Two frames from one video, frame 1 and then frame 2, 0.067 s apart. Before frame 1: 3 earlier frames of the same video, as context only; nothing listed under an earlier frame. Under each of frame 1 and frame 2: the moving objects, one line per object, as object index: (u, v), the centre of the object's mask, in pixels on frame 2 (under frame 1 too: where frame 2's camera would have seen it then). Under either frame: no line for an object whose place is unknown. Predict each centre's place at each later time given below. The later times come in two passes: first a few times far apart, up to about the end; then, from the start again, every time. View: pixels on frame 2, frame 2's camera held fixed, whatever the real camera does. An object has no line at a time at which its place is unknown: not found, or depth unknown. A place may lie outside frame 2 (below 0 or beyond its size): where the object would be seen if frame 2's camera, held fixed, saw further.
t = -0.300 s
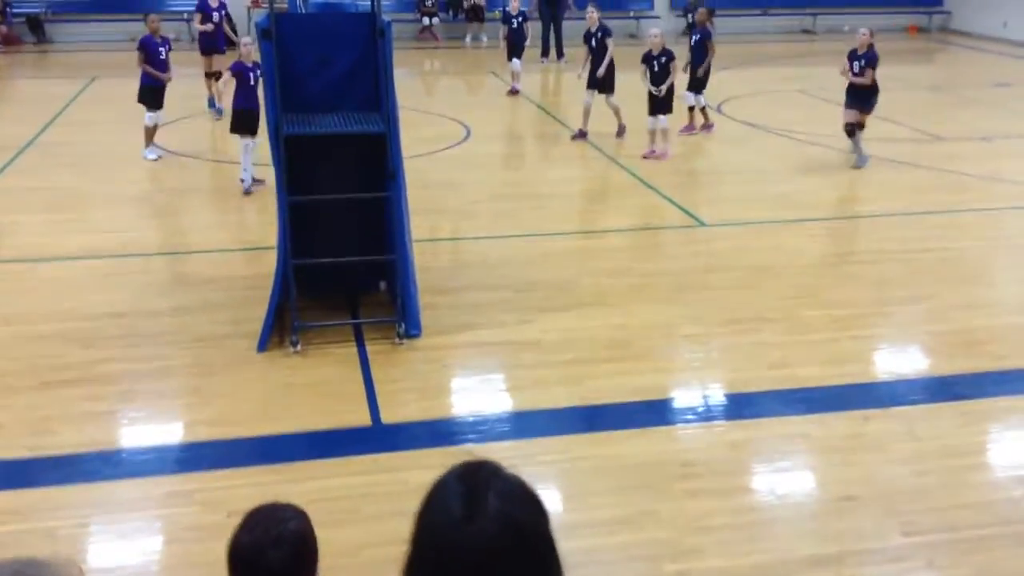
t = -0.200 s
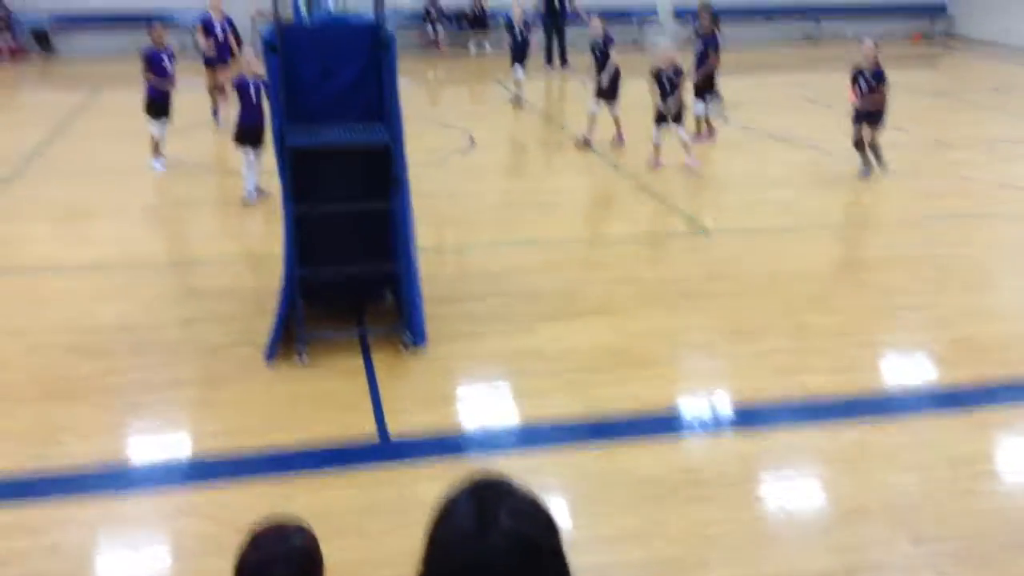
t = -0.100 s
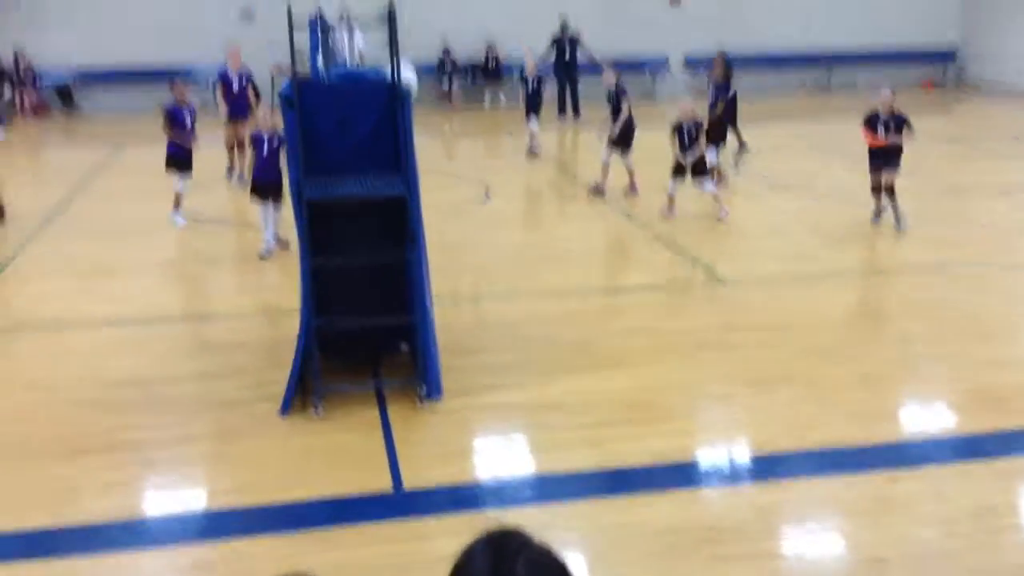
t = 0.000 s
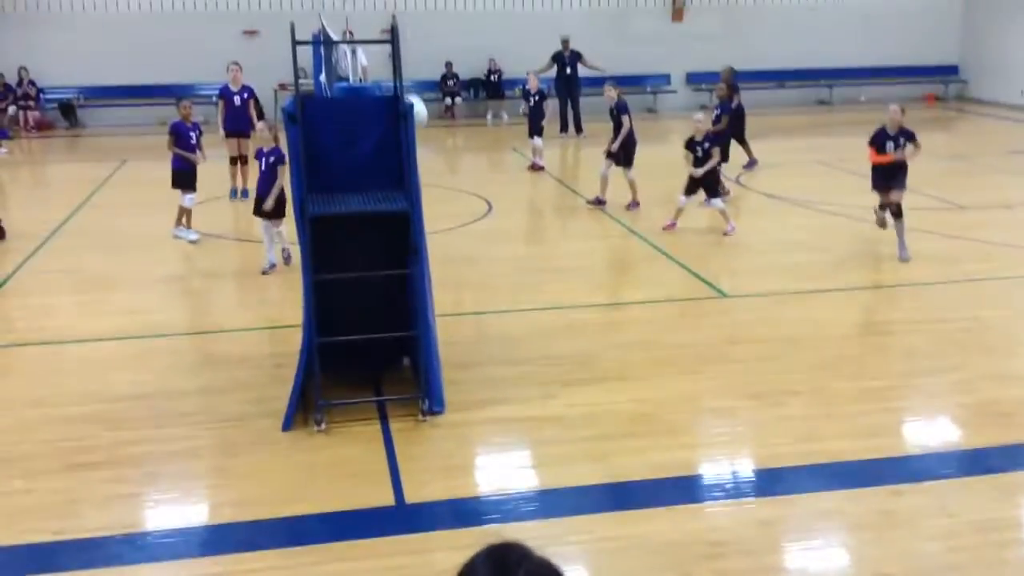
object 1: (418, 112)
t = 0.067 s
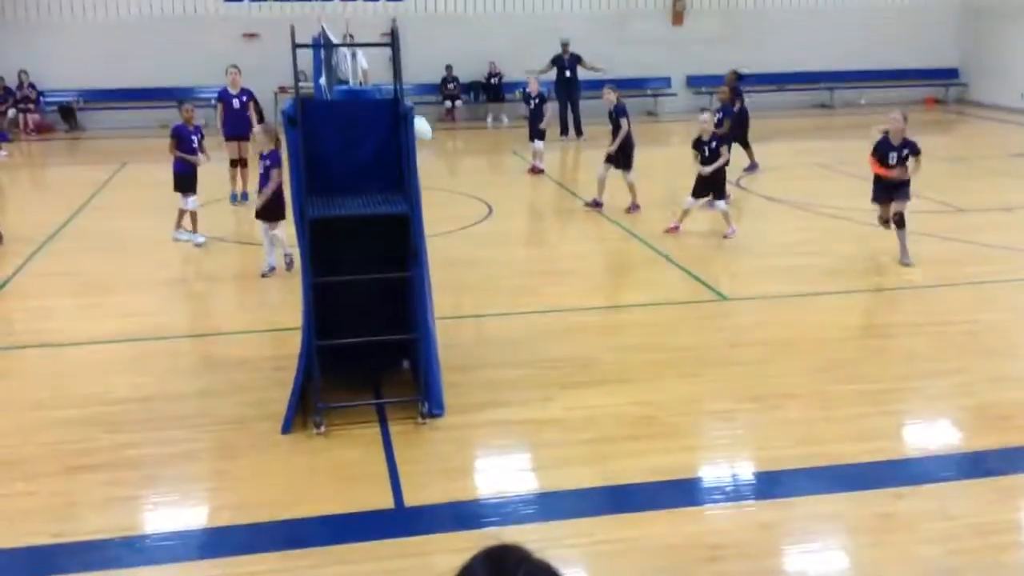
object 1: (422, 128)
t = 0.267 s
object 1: (432, 209)
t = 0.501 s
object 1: (443, 258)
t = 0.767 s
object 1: (455, 173)
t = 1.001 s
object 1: (466, 166)
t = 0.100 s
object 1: (425, 137)
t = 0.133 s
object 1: (425, 149)
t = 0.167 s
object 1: (427, 162)
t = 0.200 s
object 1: (429, 176)
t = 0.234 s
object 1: (431, 191)
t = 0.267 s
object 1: (432, 209)
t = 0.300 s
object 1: (434, 224)
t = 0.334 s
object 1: (436, 241)
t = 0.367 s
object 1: (437, 261)
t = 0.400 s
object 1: (439, 279)
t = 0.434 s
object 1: (442, 291)
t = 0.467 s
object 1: (442, 275)
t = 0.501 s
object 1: (443, 258)
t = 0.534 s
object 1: (444, 244)
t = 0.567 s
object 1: (446, 229)
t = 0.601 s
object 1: (448, 217)
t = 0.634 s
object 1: (449, 206)
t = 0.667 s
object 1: (451, 195)
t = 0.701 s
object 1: (452, 186)
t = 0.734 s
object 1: (453, 178)
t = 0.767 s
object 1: (455, 173)
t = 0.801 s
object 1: (458, 169)
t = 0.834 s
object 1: (458, 166)
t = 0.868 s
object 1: (460, 164)
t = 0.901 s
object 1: (461, 163)
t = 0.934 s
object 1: (463, 163)
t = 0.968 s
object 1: (465, 164)
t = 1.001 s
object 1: (466, 166)
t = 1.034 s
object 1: (468, 170)
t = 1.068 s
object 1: (469, 174)
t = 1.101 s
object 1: (470, 180)
